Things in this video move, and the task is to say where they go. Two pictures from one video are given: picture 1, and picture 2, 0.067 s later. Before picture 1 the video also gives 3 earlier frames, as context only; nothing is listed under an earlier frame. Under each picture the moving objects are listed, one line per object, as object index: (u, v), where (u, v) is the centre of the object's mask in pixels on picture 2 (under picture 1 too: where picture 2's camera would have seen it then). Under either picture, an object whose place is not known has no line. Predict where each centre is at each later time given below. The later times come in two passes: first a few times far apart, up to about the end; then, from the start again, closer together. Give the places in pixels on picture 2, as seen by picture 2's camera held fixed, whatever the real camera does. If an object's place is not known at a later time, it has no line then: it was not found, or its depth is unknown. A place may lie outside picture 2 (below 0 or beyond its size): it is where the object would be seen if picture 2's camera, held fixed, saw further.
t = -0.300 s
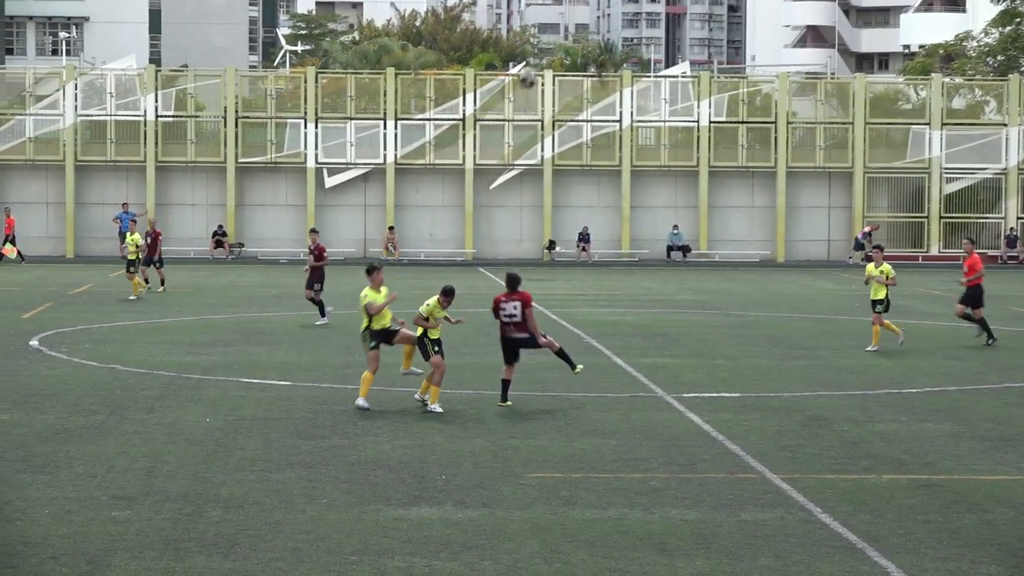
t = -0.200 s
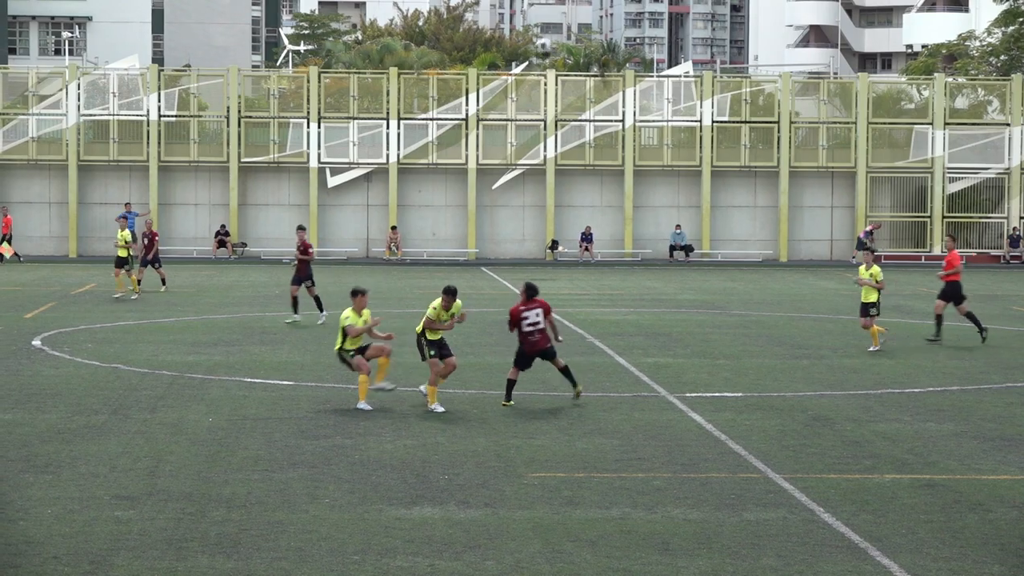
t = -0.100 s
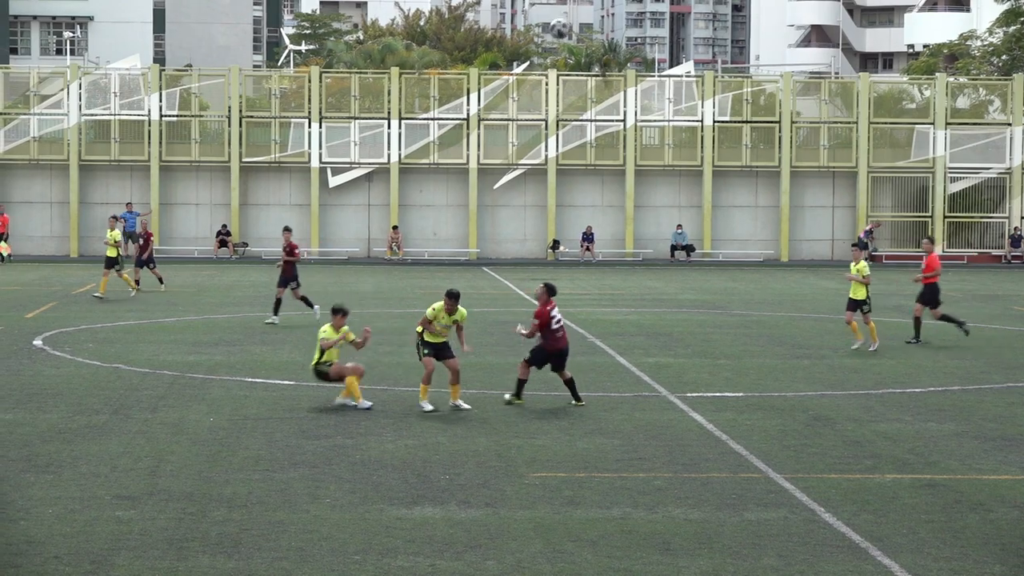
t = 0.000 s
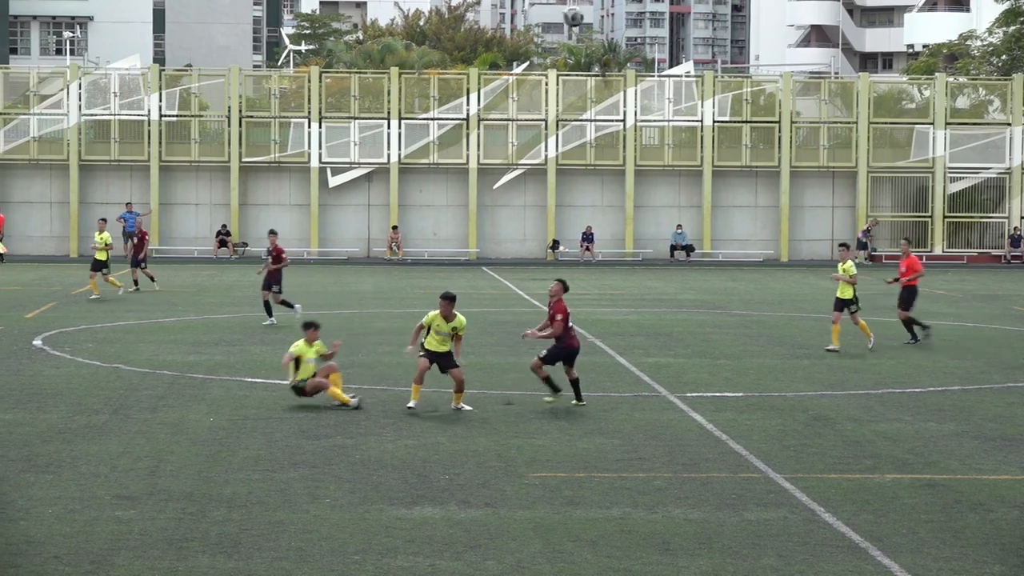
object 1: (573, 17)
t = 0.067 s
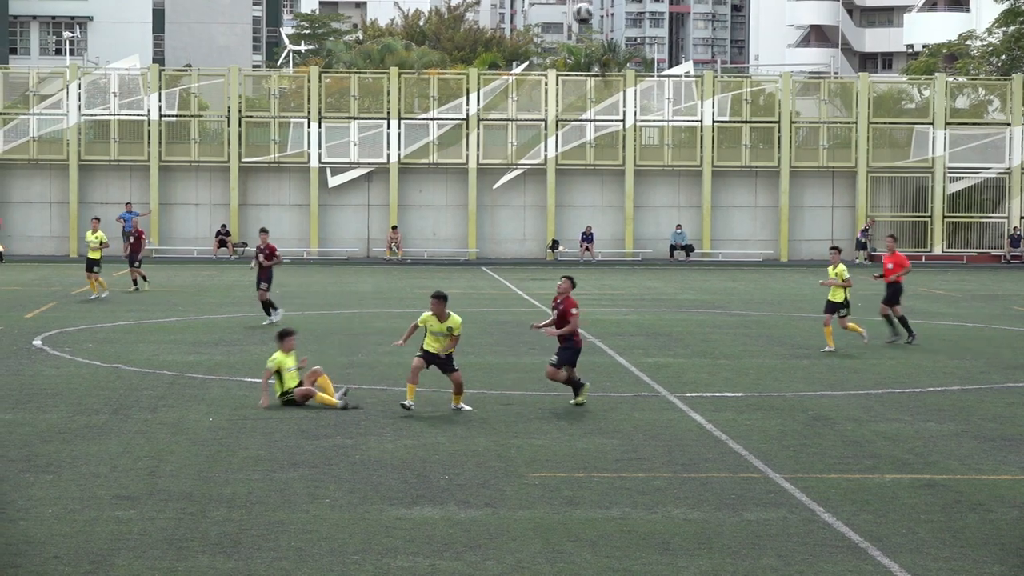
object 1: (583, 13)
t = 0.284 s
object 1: (615, 33)
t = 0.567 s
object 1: (662, 135)
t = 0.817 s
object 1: (703, 301)
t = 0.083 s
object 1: (585, 13)
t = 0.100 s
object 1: (587, 13)
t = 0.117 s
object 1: (590, 14)
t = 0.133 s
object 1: (592, 15)
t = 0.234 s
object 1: (608, 25)
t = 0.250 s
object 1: (610, 27)
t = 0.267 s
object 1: (613, 30)
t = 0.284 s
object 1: (615, 33)
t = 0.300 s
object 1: (619, 35)
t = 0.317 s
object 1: (620, 40)
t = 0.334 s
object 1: (623, 40)
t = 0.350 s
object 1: (628, 44)
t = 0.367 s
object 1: (631, 54)
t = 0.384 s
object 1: (632, 58)
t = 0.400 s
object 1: (635, 63)
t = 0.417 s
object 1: (637, 69)
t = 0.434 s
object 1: (640, 75)
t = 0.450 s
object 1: (643, 80)
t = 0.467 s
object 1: (645, 90)
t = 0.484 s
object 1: (648, 96)
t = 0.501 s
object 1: (651, 104)
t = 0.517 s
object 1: (653, 111)
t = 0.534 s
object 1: (656, 116)
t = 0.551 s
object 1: (659, 125)
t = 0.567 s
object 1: (662, 135)
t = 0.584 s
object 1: (664, 142)
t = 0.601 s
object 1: (668, 152)
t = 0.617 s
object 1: (670, 162)
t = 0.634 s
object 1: (672, 172)
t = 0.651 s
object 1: (676, 181)
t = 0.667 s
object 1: (678, 191)
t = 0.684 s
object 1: (681, 202)
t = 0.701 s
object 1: (683, 212)
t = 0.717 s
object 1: (686, 224)
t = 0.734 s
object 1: (690, 238)
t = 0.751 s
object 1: (692, 249)
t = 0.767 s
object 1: (695, 263)
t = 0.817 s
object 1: (703, 301)
